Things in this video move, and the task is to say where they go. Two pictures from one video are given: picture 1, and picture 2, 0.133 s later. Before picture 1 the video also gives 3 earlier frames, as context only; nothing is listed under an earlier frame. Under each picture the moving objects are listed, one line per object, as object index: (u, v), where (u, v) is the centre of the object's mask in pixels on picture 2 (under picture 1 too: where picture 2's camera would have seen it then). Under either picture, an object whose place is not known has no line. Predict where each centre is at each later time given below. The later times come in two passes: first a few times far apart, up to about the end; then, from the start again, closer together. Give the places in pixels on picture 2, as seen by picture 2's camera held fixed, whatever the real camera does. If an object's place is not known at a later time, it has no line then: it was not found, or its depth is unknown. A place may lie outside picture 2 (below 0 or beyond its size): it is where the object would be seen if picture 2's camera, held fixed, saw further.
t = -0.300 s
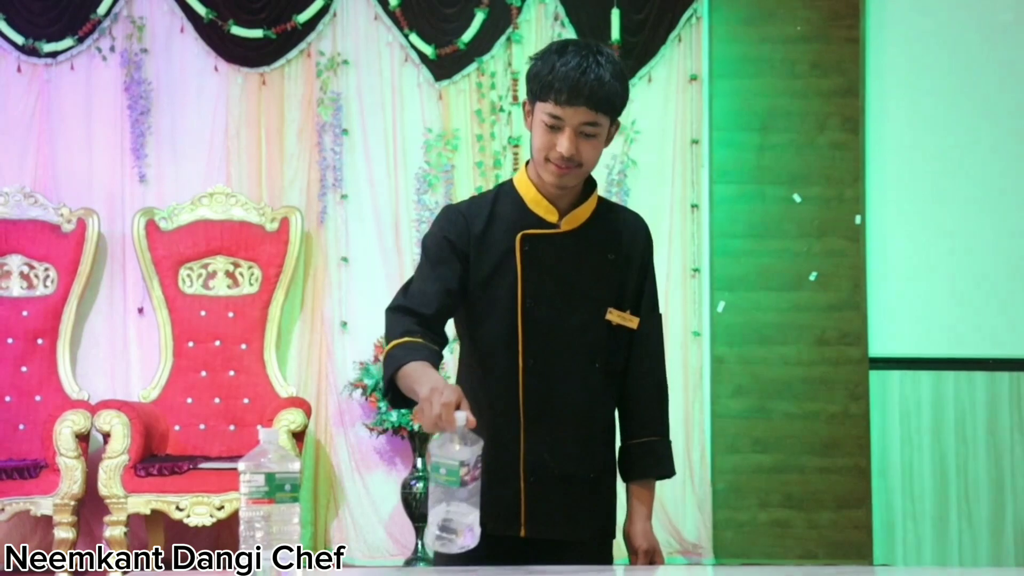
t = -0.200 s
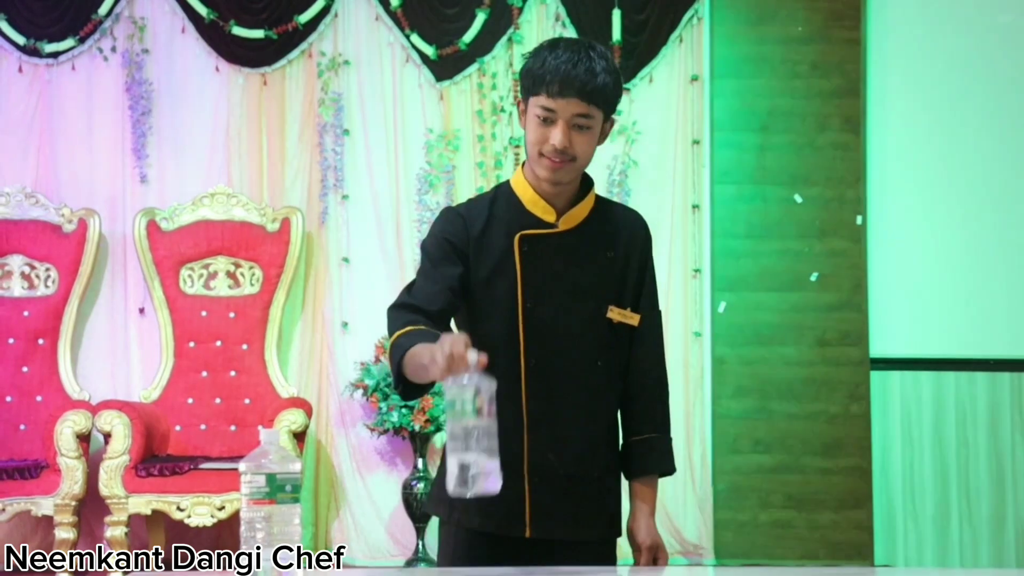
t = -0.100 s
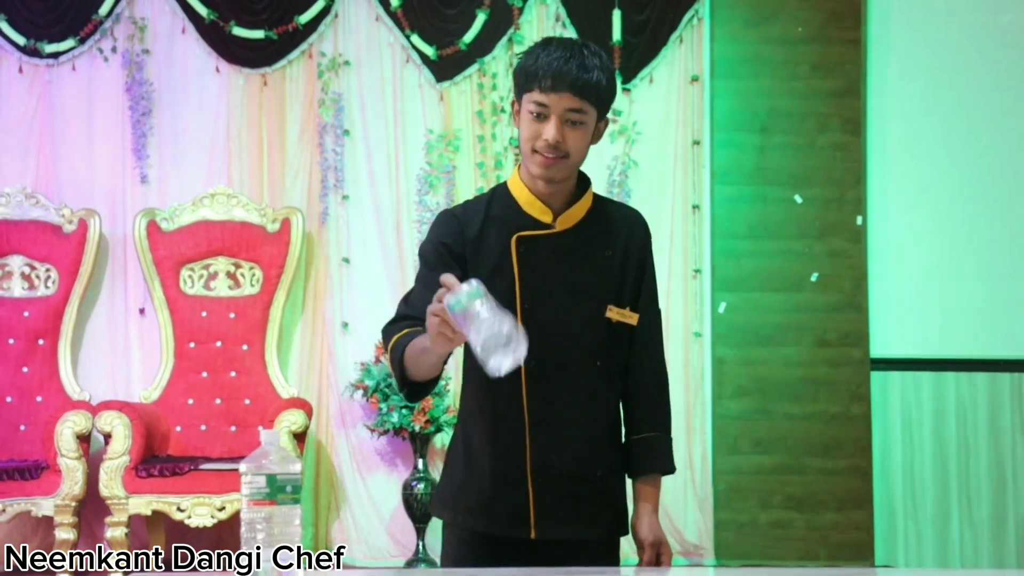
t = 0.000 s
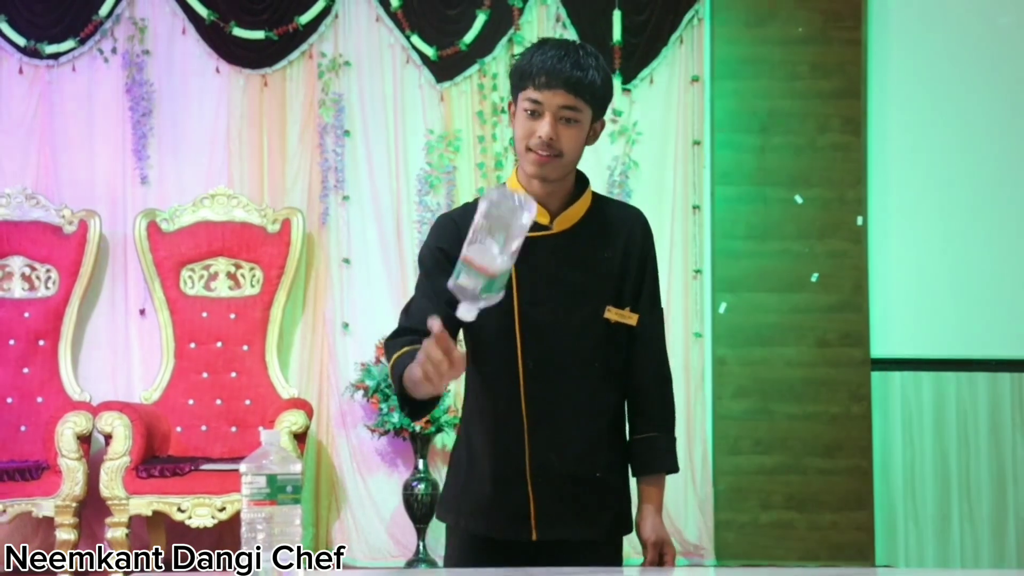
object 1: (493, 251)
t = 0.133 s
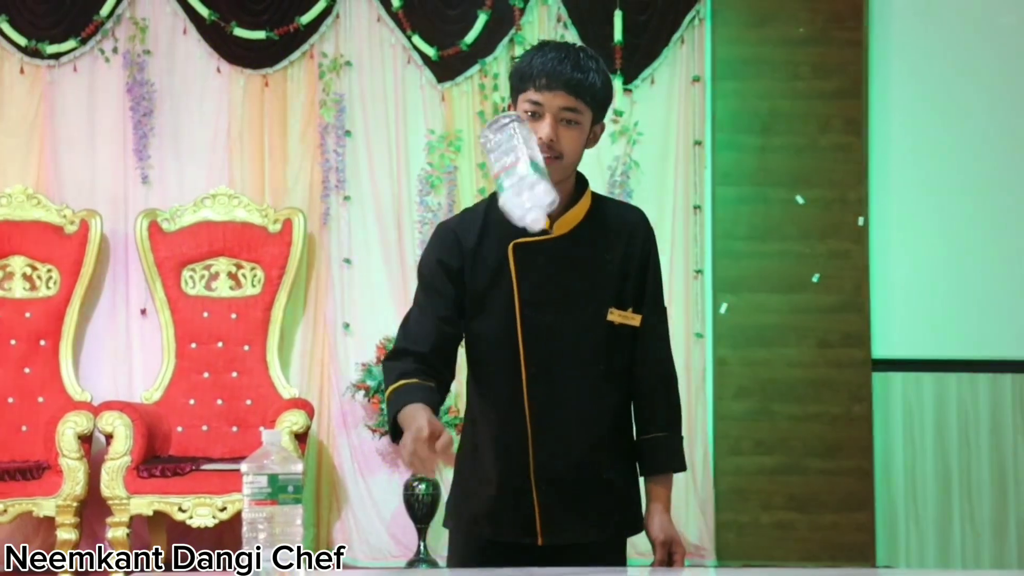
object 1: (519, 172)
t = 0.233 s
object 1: (528, 178)
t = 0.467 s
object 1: (539, 475)
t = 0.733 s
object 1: (586, 559)
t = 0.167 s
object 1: (522, 165)
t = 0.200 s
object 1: (526, 167)
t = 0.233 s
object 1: (528, 178)
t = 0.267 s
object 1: (530, 197)
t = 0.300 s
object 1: (531, 222)
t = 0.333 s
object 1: (532, 255)
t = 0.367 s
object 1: (534, 296)
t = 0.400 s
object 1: (535, 347)
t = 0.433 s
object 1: (537, 406)
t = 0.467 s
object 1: (539, 475)
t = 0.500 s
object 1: (544, 521)
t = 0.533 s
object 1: (556, 529)
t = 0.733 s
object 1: (586, 559)
